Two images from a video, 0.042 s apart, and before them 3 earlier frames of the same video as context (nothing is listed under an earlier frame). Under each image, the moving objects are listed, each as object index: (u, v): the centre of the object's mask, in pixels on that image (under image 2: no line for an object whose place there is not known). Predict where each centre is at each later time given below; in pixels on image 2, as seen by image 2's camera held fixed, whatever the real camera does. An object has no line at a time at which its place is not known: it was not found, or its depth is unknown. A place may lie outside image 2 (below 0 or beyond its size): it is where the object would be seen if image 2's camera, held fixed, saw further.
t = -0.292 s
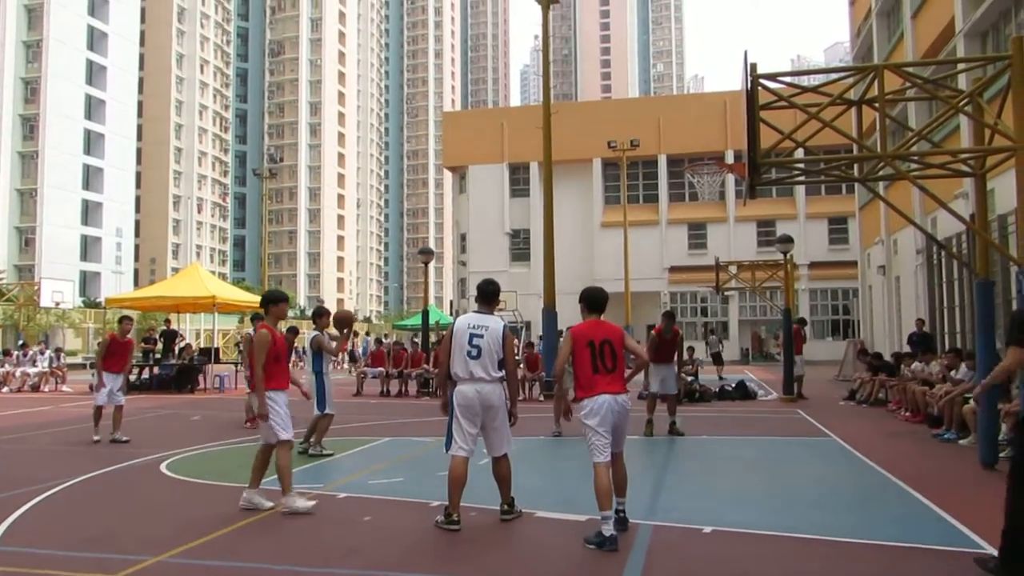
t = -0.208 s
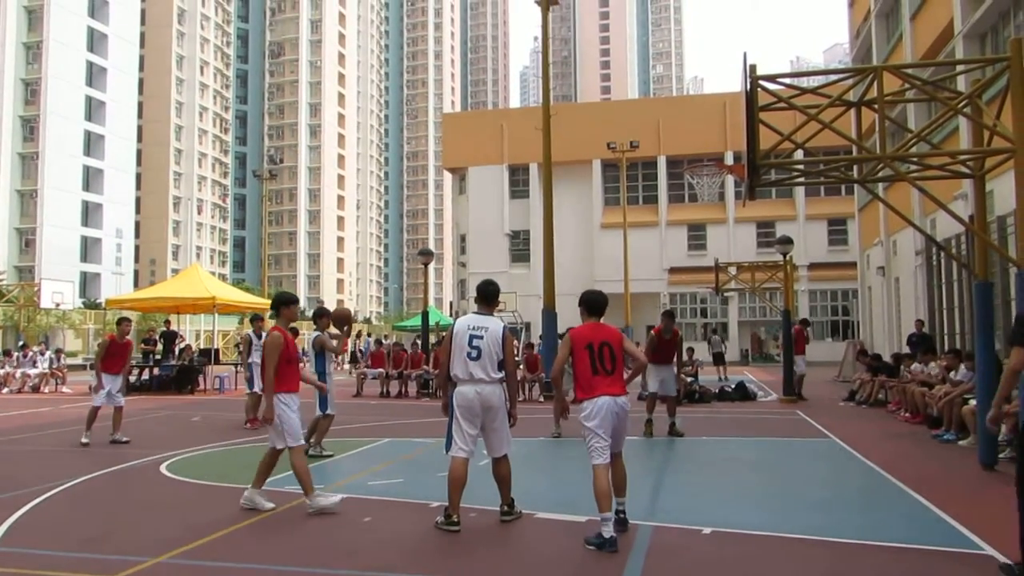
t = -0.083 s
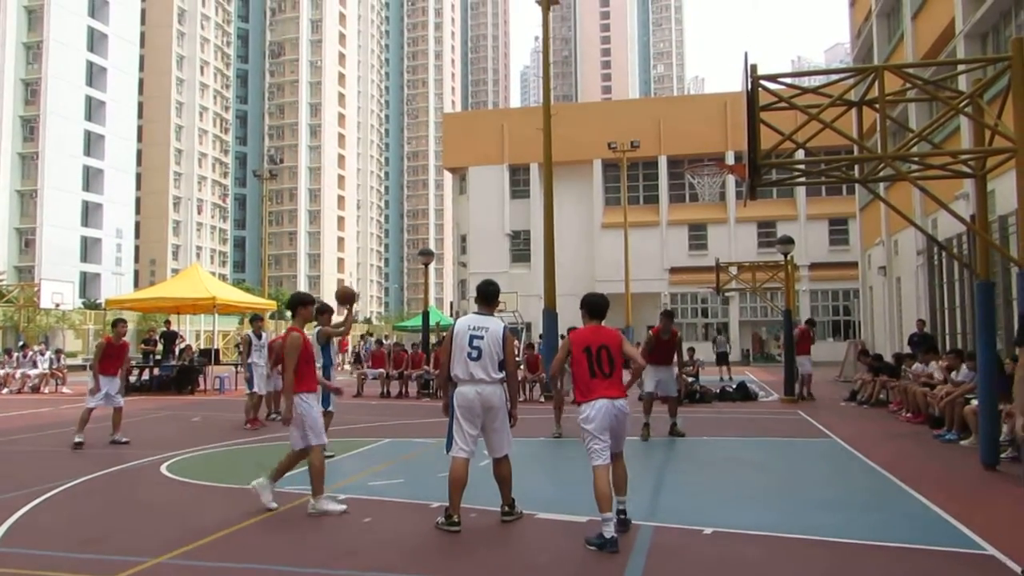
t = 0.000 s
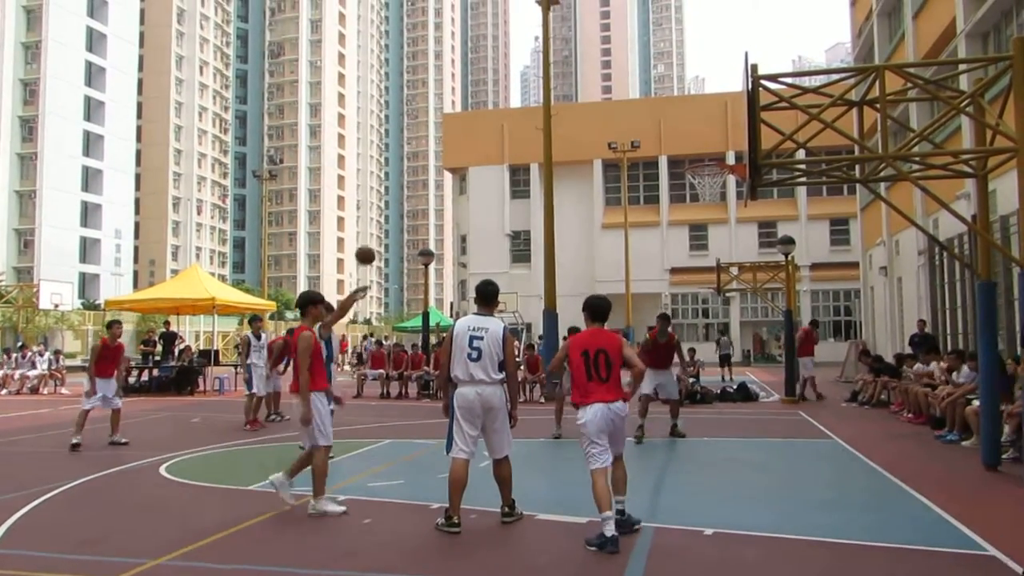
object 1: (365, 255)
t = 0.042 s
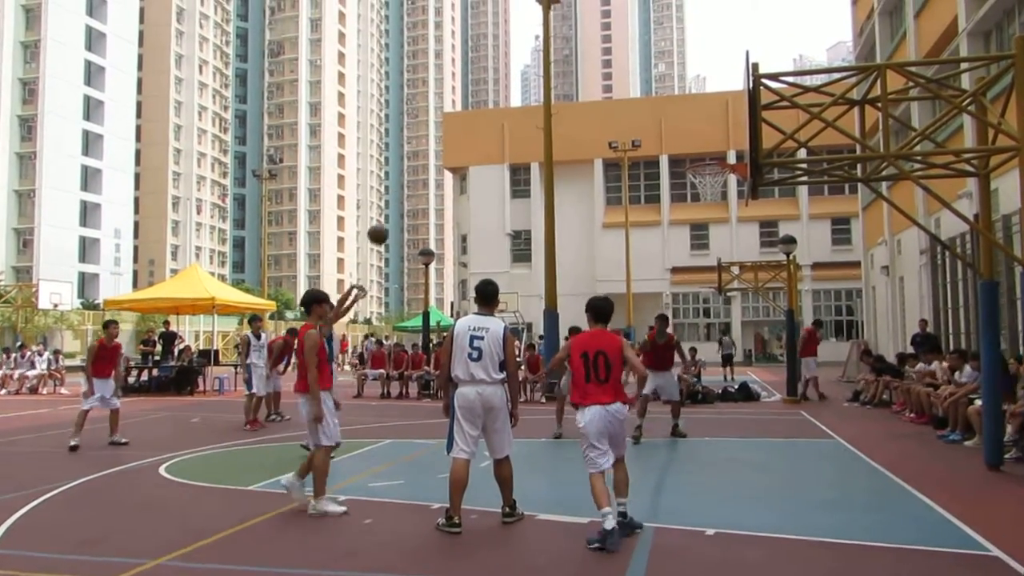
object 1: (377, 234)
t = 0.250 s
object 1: (440, 155)
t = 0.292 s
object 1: (452, 143)
